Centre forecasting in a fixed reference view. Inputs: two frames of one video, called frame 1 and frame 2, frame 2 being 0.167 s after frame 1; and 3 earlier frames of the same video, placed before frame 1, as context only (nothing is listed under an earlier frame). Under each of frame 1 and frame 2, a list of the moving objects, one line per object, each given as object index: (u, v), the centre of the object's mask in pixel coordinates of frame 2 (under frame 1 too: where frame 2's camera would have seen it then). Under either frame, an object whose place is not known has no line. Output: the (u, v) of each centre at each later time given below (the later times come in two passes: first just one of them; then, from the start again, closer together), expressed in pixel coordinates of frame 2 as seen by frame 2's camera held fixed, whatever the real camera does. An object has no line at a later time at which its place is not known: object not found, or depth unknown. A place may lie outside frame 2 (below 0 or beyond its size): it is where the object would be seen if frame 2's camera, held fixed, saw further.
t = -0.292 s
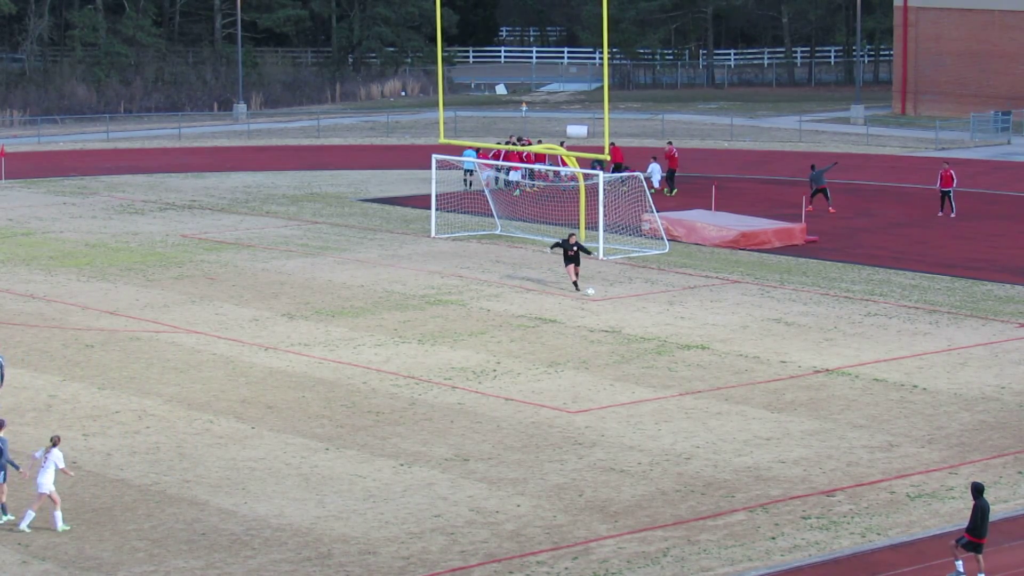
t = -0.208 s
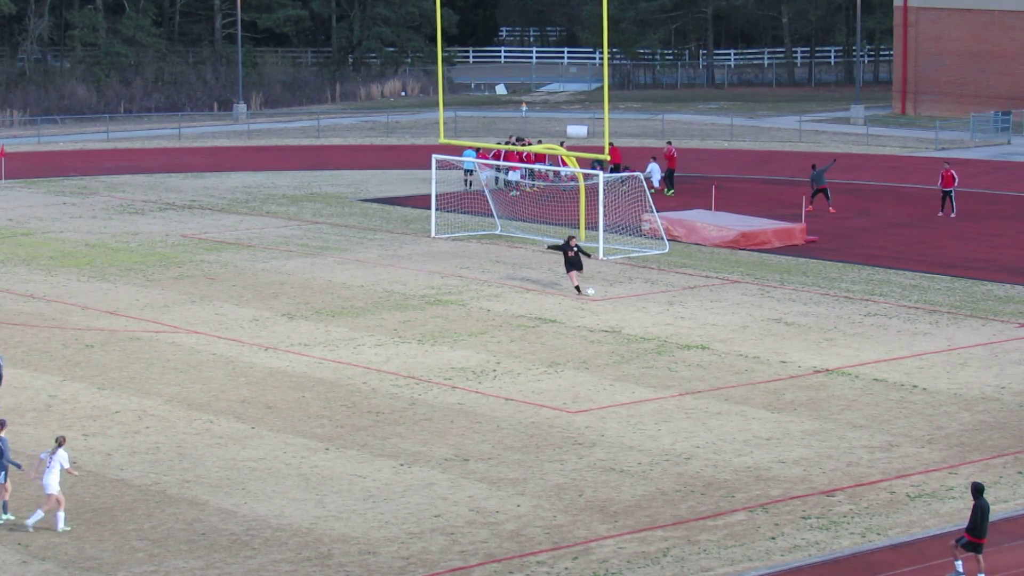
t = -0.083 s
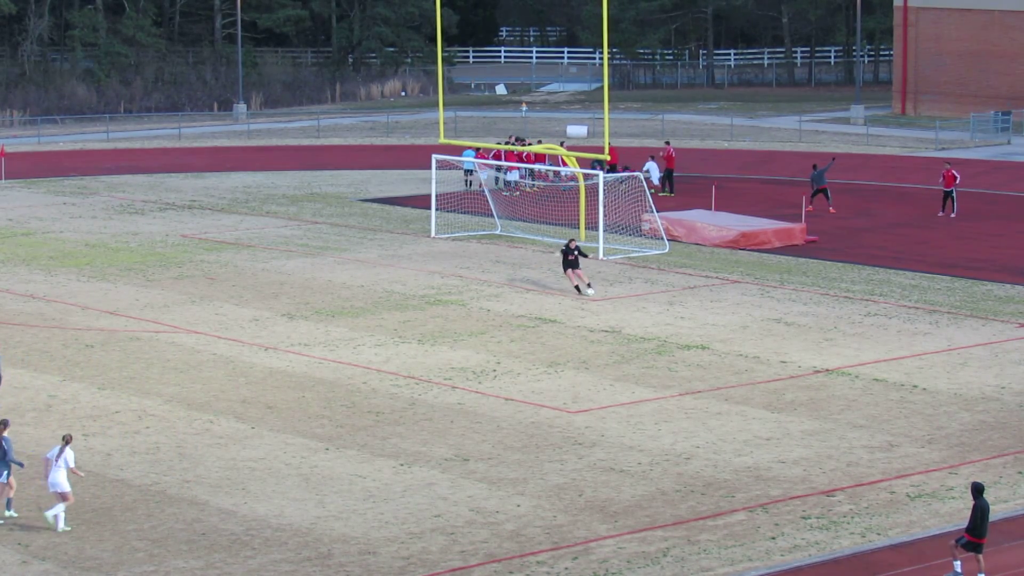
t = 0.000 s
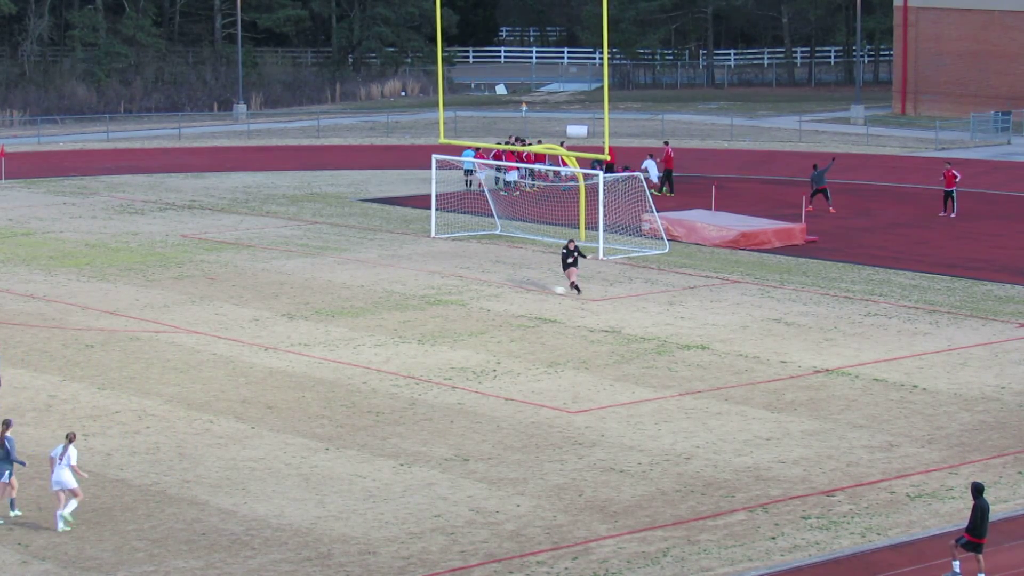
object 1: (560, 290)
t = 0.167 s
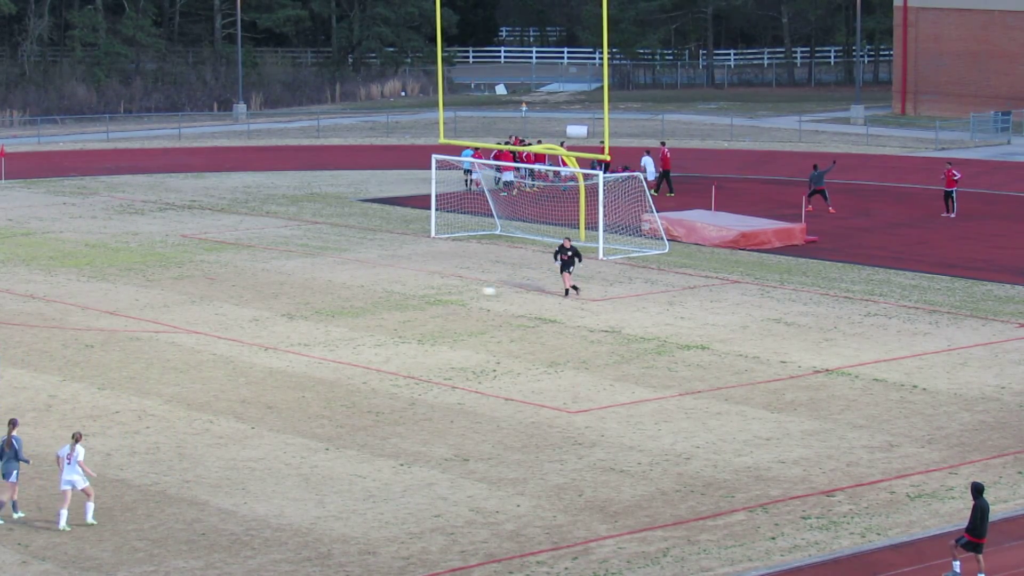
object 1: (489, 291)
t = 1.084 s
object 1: (11, 380)
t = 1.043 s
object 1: (32, 380)
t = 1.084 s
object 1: (11, 380)
